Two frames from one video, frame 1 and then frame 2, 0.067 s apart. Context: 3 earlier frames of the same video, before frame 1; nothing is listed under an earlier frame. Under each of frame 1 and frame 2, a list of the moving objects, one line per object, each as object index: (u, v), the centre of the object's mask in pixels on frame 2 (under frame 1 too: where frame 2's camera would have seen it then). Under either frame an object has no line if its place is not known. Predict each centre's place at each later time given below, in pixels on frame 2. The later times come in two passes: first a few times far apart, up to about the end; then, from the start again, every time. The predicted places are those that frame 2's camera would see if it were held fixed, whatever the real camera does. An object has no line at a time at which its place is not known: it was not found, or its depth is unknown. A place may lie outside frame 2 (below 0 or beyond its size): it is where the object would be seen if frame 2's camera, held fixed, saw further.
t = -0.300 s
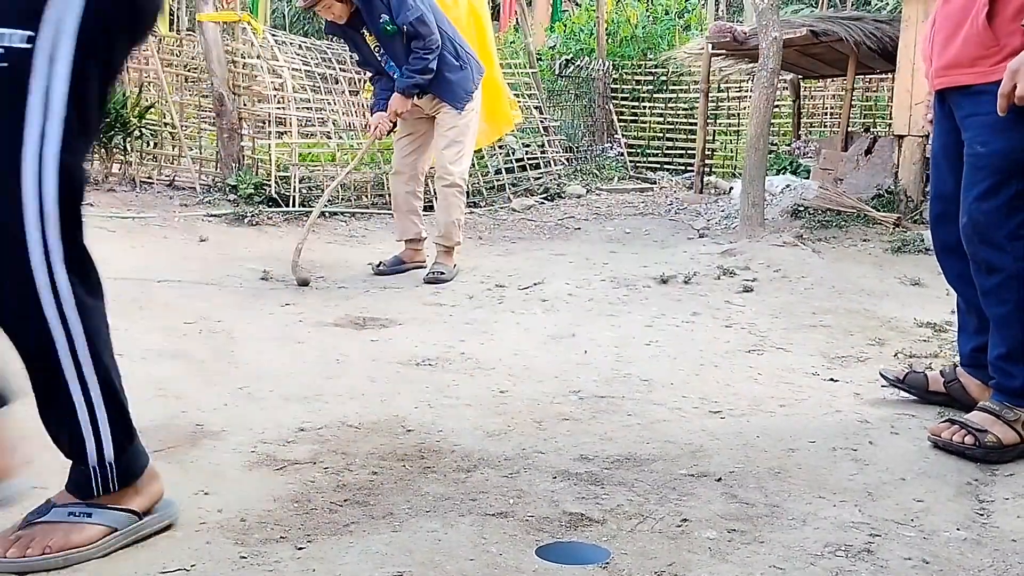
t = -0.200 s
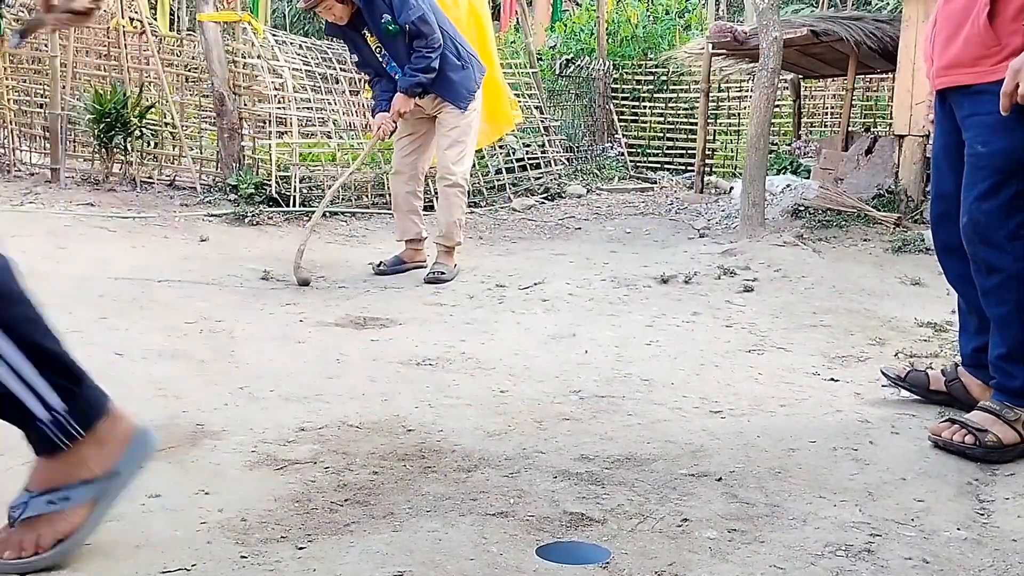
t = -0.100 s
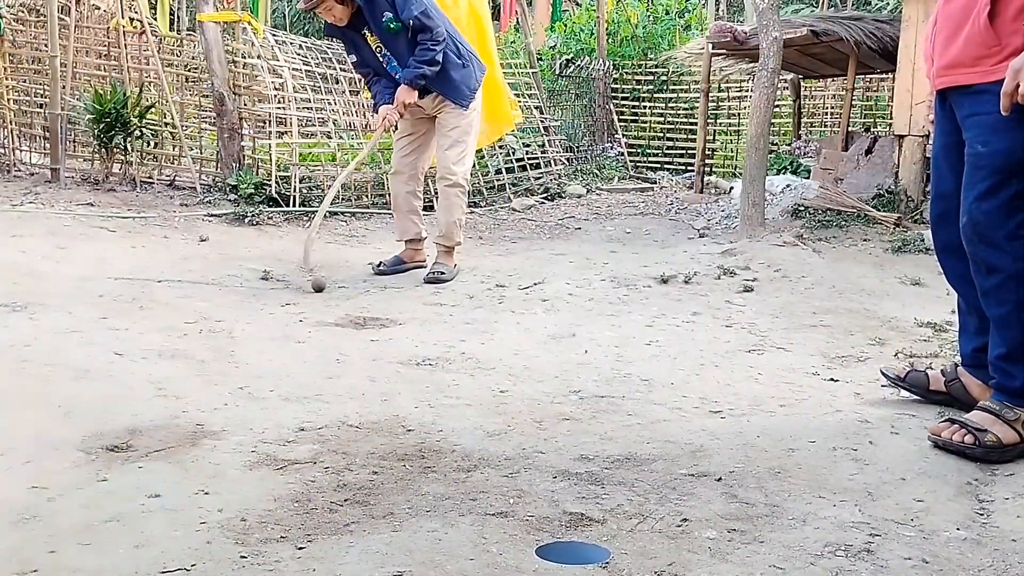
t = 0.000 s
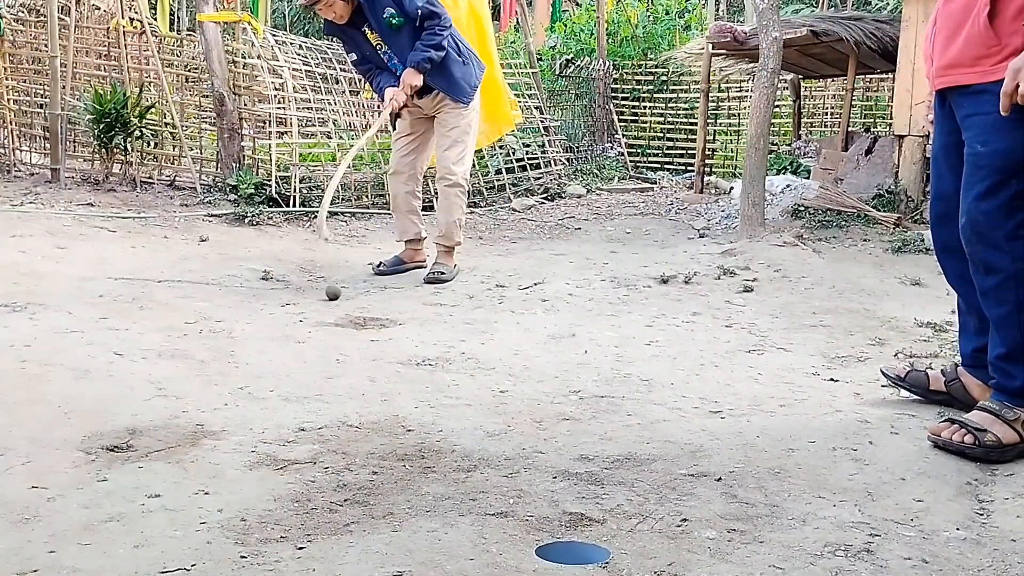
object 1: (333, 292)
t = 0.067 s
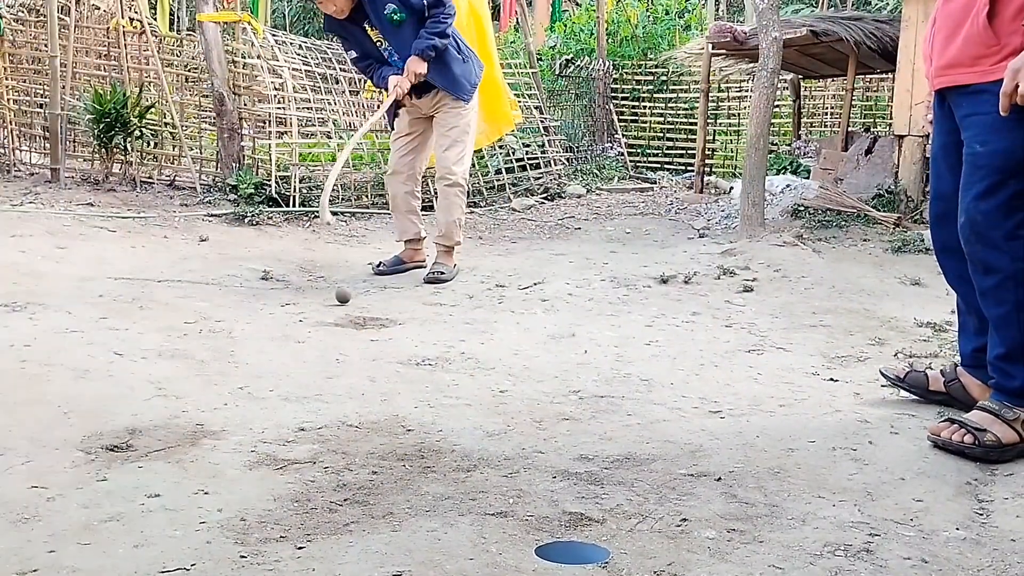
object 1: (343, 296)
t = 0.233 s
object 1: (369, 314)
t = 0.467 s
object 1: (402, 324)
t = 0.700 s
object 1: (431, 351)
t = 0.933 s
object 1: (457, 375)
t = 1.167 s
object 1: (474, 404)
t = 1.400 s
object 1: (494, 435)
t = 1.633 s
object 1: (512, 465)
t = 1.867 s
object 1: (520, 499)
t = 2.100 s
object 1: (540, 540)
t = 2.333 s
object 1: (574, 566)
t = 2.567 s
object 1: (625, 575)
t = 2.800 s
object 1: (640, 564)
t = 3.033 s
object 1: (611, 554)
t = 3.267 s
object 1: (589, 543)
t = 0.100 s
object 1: (348, 297)
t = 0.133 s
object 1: (353, 303)
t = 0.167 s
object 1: (358, 305)
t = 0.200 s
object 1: (364, 310)
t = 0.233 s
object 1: (369, 314)
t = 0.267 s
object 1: (375, 318)
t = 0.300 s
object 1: (380, 320)
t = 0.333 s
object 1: (385, 319)
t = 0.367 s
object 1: (390, 321)
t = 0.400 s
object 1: (395, 327)
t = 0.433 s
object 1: (399, 327)
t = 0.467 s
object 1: (402, 324)
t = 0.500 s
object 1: (406, 324)
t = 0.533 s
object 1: (410, 329)
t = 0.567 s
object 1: (414, 337)
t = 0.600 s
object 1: (418, 340)
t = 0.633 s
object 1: (423, 339)
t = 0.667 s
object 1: (427, 343)
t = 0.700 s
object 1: (431, 351)
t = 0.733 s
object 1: (435, 355)
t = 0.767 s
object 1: (439, 354)
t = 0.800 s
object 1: (443, 358)
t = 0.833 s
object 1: (447, 368)
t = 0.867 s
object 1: (451, 368)
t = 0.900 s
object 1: (454, 373)
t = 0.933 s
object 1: (457, 375)
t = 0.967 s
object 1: (460, 380)
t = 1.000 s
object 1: (462, 384)
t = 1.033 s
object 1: (465, 389)
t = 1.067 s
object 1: (468, 395)
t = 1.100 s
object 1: (470, 396)
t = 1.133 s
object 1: (472, 400)
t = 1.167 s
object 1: (474, 404)
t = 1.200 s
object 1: (477, 406)
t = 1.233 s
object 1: (480, 414)
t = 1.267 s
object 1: (484, 415)
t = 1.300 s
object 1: (487, 423)
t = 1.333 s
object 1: (489, 427)
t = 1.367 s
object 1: (492, 428)
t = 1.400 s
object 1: (494, 435)
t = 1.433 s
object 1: (497, 437)
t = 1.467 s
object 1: (500, 440)
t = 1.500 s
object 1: (503, 447)
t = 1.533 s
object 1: (506, 454)
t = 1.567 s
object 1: (508, 457)
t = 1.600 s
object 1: (511, 461)
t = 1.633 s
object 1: (512, 465)
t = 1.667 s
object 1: (514, 470)
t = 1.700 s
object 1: (515, 472)
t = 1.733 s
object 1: (516, 479)
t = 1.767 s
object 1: (516, 485)
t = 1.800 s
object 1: (516, 490)
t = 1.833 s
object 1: (518, 493)
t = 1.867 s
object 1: (520, 499)
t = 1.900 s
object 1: (521, 505)
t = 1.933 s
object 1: (522, 512)
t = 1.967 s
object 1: (524, 516)
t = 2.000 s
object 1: (526, 524)
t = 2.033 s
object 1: (529, 530)
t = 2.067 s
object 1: (535, 536)
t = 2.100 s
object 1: (540, 540)
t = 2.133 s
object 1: (544, 542)
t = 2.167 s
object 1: (549, 547)
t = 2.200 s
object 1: (554, 551)
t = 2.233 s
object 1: (558, 556)
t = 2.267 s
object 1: (564, 559)
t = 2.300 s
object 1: (569, 563)
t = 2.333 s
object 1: (574, 566)
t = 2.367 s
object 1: (581, 567)
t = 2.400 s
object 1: (587, 568)
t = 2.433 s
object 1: (593, 569)
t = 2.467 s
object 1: (600, 570)
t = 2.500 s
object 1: (607, 573)
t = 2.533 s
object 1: (616, 575)
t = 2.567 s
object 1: (625, 575)
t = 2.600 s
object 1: (633, 575)
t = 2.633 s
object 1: (639, 573)
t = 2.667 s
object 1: (644, 571)
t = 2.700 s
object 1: (646, 569)
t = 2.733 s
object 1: (646, 568)
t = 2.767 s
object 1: (644, 567)
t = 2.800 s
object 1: (640, 564)
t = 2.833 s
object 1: (636, 564)
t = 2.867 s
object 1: (632, 561)
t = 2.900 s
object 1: (628, 559)
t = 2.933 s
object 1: (624, 559)
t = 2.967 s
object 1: (619, 558)
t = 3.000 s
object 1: (614, 557)
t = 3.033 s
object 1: (611, 554)
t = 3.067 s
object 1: (607, 551)
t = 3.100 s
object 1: (605, 550)
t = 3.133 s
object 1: (603, 548)
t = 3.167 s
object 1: (599, 546)
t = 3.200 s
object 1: (596, 544)
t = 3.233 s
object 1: (594, 542)
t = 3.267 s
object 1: (589, 543)
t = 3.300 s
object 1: (584, 547)
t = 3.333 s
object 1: (579, 553)
